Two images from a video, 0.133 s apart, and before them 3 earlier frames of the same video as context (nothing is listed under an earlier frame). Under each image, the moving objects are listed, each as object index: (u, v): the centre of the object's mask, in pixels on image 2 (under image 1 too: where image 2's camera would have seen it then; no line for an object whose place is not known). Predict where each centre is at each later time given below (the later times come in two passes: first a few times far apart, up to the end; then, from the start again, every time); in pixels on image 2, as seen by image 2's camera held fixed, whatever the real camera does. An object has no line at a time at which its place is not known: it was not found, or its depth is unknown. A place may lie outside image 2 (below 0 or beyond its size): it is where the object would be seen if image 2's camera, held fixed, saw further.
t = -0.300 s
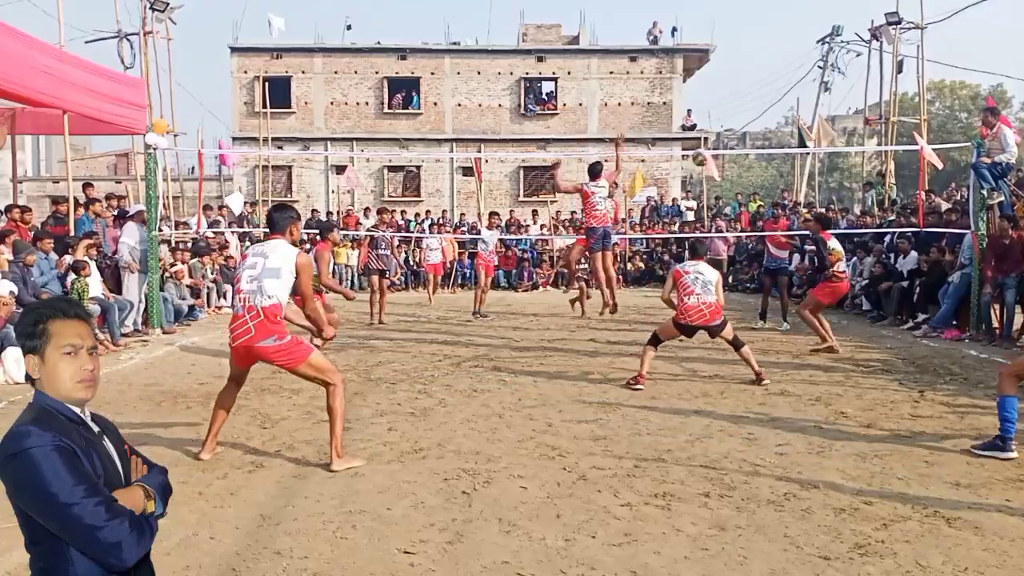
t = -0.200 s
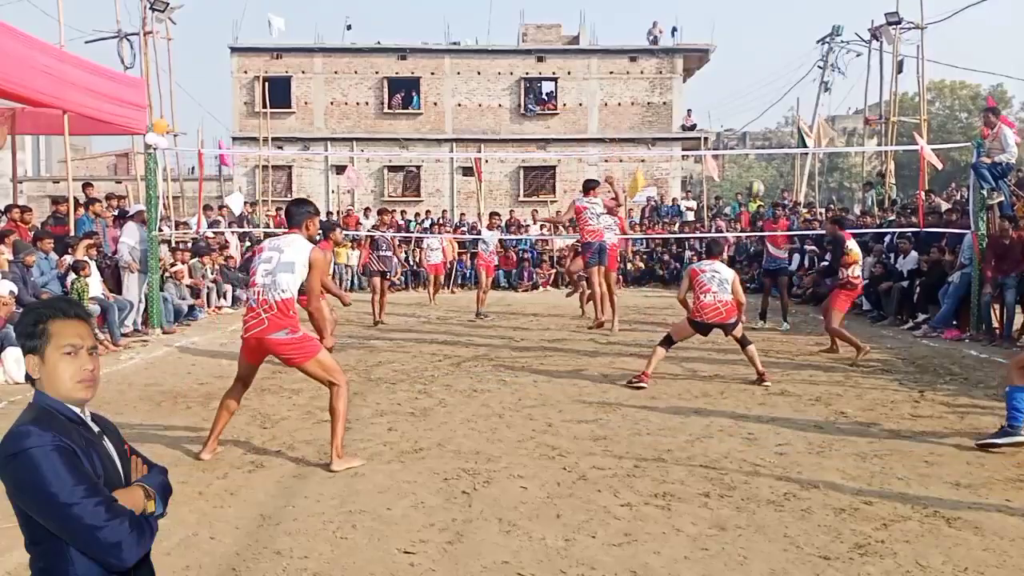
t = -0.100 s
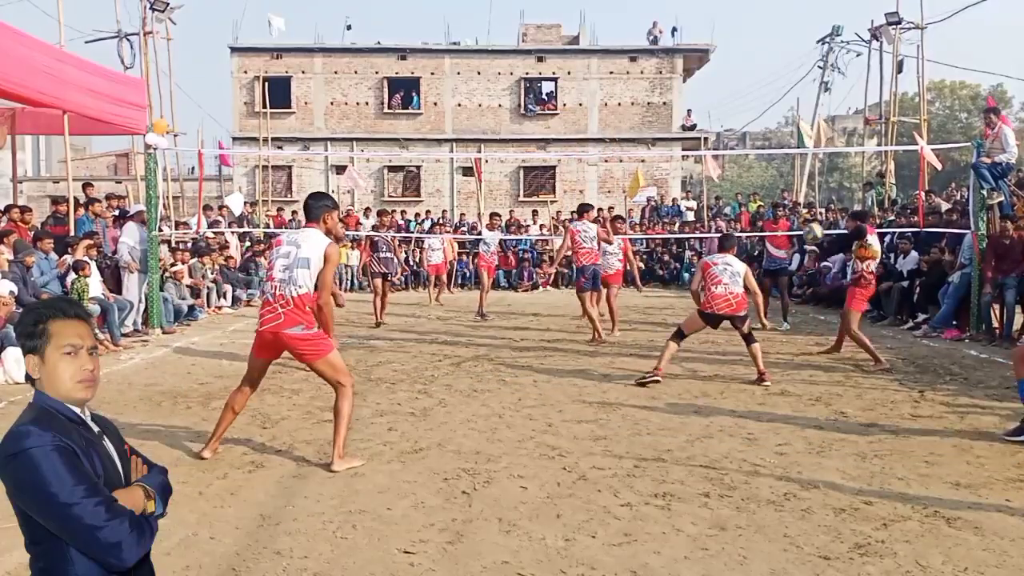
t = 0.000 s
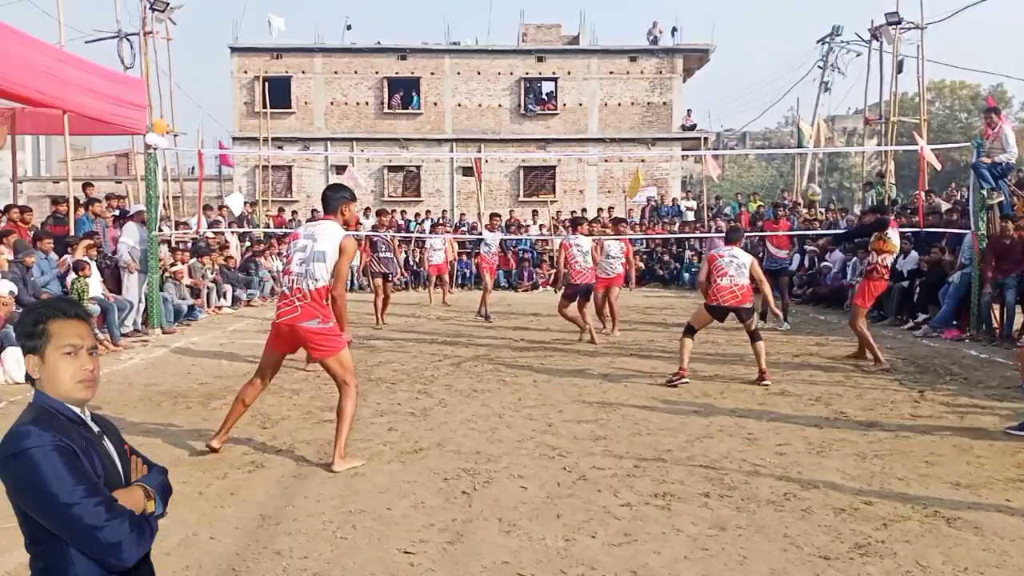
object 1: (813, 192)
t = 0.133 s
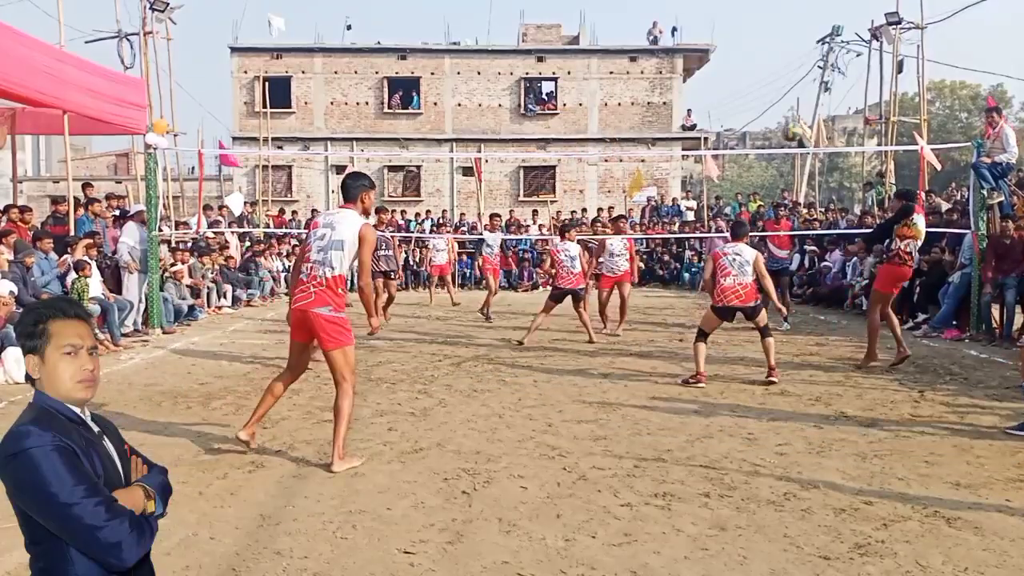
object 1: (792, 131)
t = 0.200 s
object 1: (782, 106)
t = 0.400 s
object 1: (753, 59)
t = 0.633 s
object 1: (720, 52)
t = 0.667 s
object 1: (715, 55)
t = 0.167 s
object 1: (787, 118)
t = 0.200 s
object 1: (782, 106)
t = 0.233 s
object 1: (777, 96)
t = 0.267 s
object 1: (772, 86)
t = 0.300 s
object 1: (767, 78)
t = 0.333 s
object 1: (762, 71)
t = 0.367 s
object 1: (757, 64)
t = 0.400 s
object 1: (753, 59)
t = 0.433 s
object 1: (748, 55)
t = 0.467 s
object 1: (743, 52)
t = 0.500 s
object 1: (738, 50)
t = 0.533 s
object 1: (734, 50)
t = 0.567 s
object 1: (729, 49)
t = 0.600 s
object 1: (725, 50)
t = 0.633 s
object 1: (720, 52)
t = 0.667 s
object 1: (715, 55)
